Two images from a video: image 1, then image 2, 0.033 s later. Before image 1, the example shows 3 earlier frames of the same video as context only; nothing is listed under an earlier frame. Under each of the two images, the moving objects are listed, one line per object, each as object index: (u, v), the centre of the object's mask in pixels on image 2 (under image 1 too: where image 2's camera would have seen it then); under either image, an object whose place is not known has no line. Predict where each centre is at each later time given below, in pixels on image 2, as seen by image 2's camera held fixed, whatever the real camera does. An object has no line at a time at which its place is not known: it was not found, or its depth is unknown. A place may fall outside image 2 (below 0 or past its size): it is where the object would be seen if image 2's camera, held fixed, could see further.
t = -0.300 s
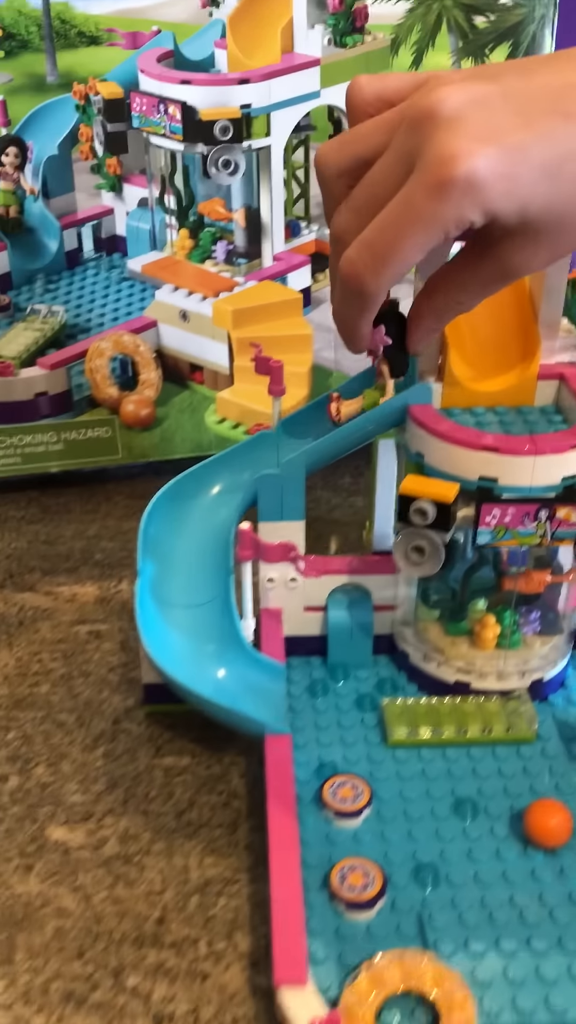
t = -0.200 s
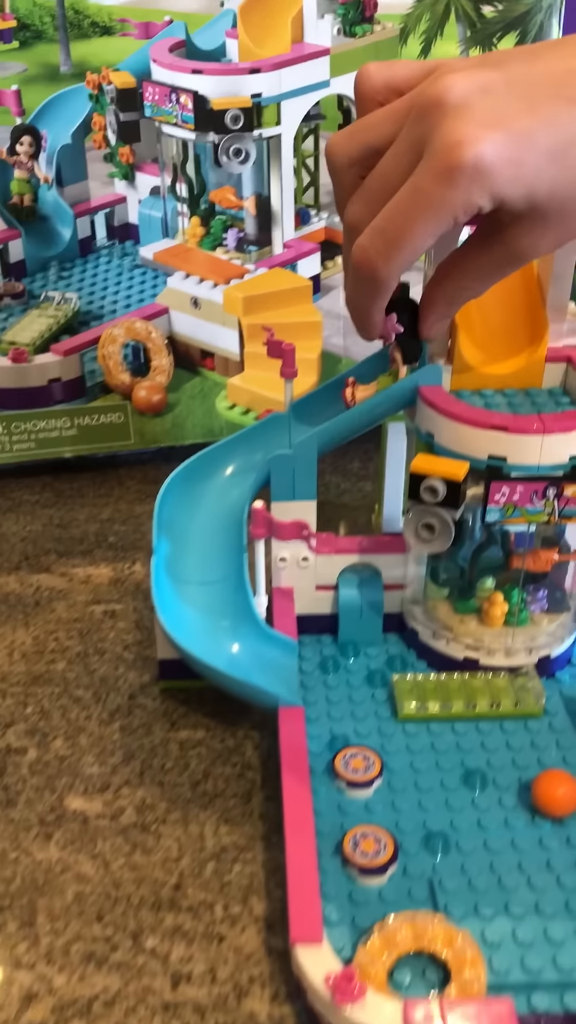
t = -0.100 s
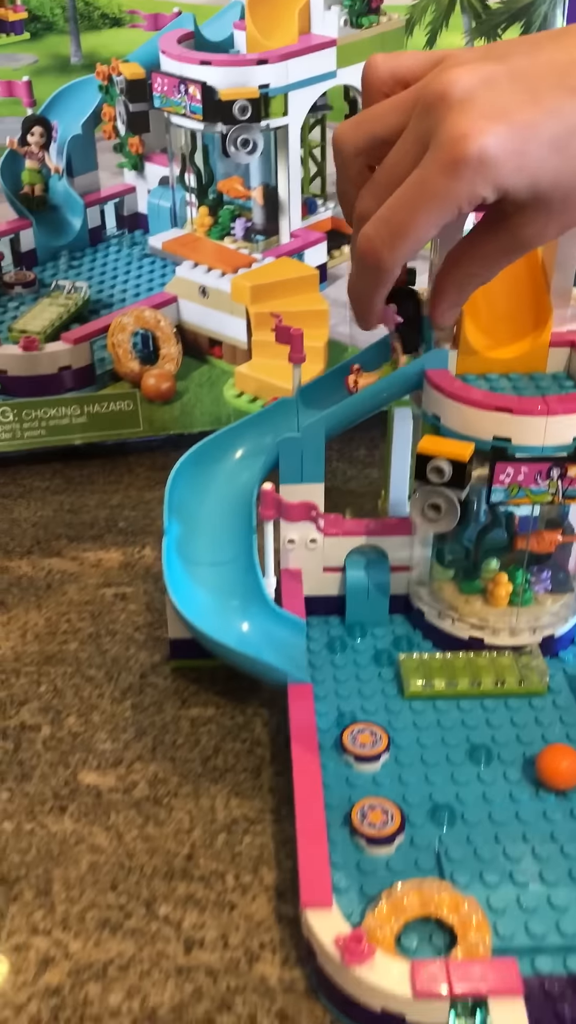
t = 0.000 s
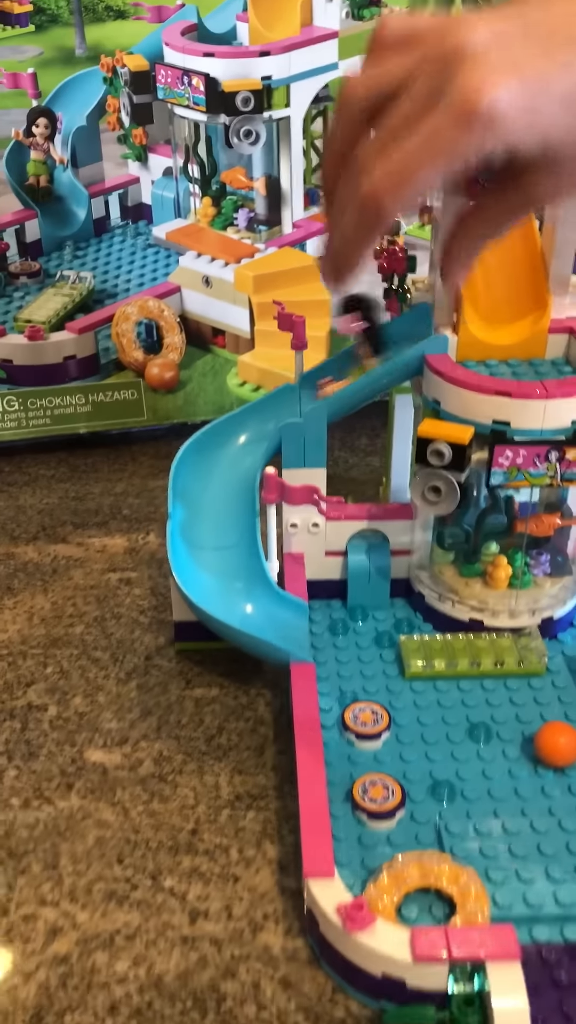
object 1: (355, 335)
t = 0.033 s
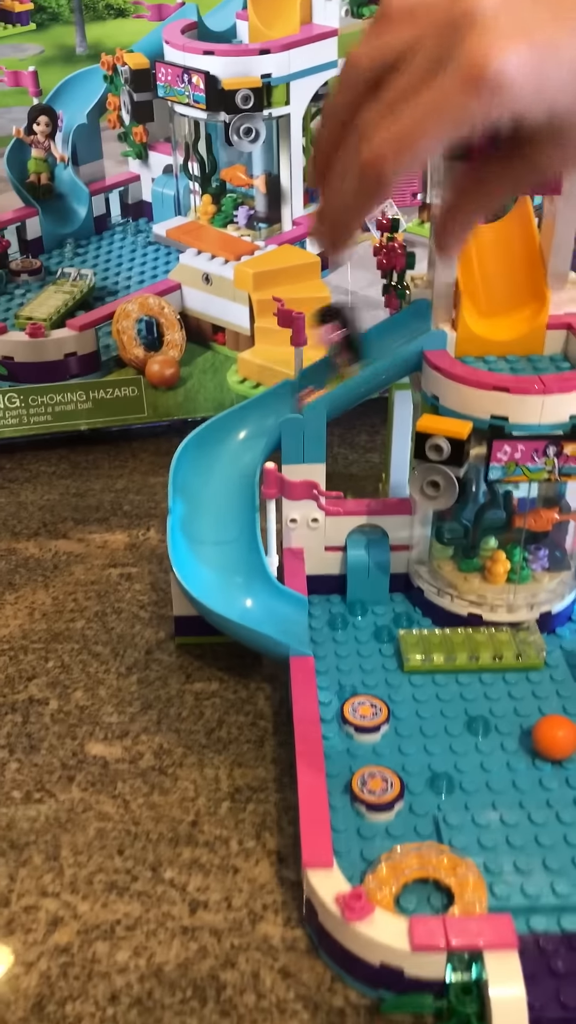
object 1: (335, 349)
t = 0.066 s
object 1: (307, 368)
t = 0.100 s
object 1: (277, 389)
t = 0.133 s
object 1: (249, 412)
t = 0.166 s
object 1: (227, 436)
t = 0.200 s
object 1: (207, 456)
